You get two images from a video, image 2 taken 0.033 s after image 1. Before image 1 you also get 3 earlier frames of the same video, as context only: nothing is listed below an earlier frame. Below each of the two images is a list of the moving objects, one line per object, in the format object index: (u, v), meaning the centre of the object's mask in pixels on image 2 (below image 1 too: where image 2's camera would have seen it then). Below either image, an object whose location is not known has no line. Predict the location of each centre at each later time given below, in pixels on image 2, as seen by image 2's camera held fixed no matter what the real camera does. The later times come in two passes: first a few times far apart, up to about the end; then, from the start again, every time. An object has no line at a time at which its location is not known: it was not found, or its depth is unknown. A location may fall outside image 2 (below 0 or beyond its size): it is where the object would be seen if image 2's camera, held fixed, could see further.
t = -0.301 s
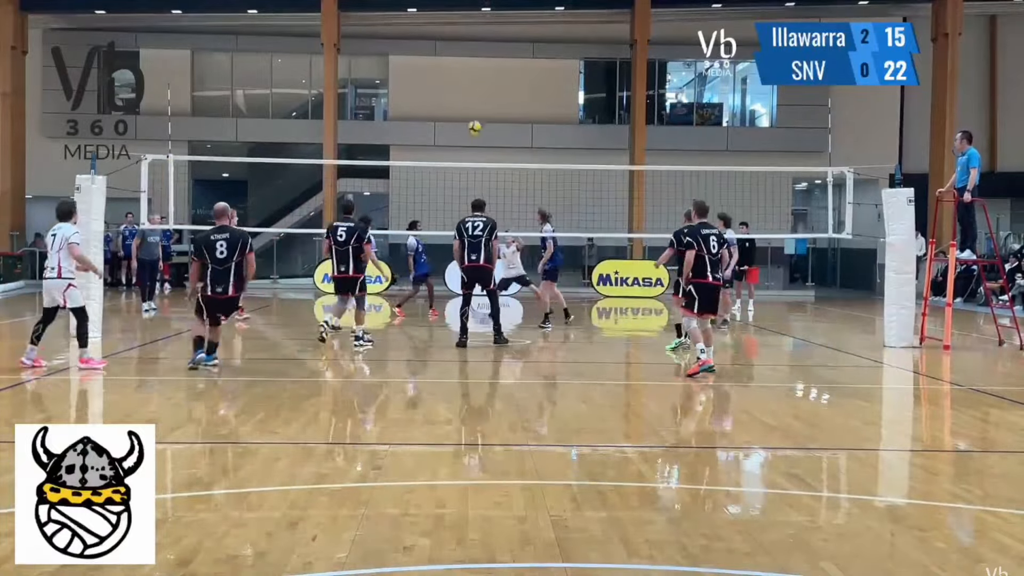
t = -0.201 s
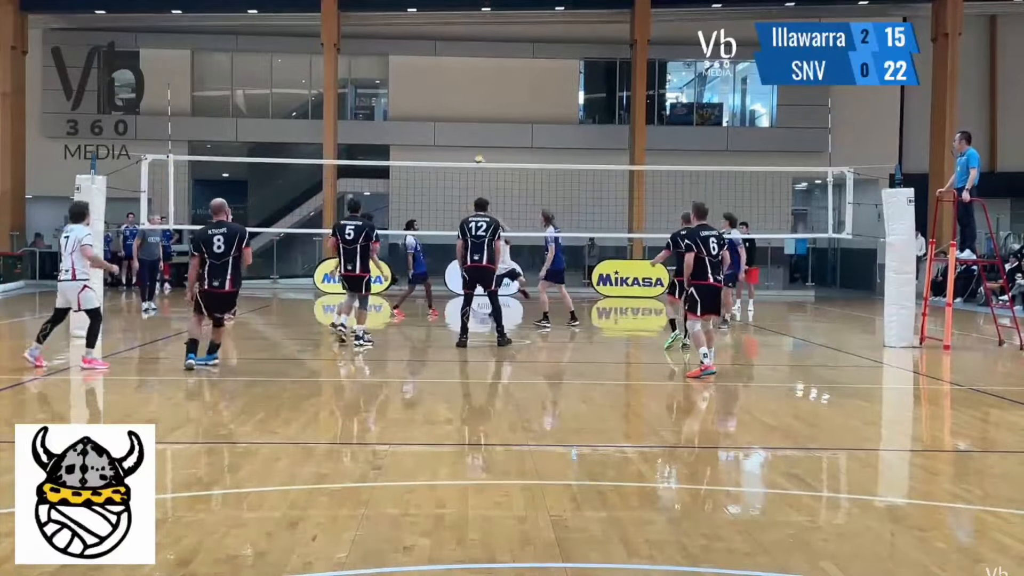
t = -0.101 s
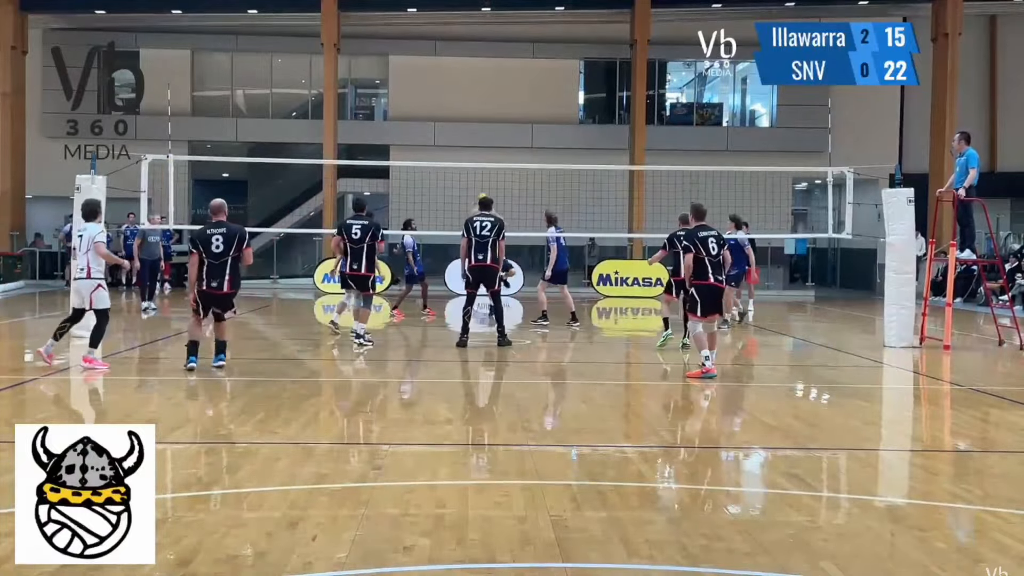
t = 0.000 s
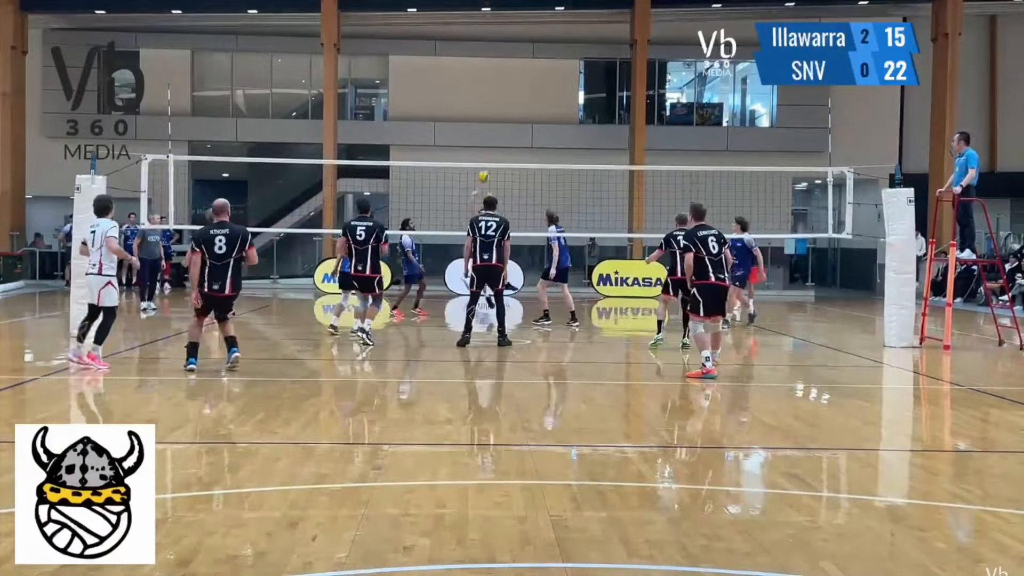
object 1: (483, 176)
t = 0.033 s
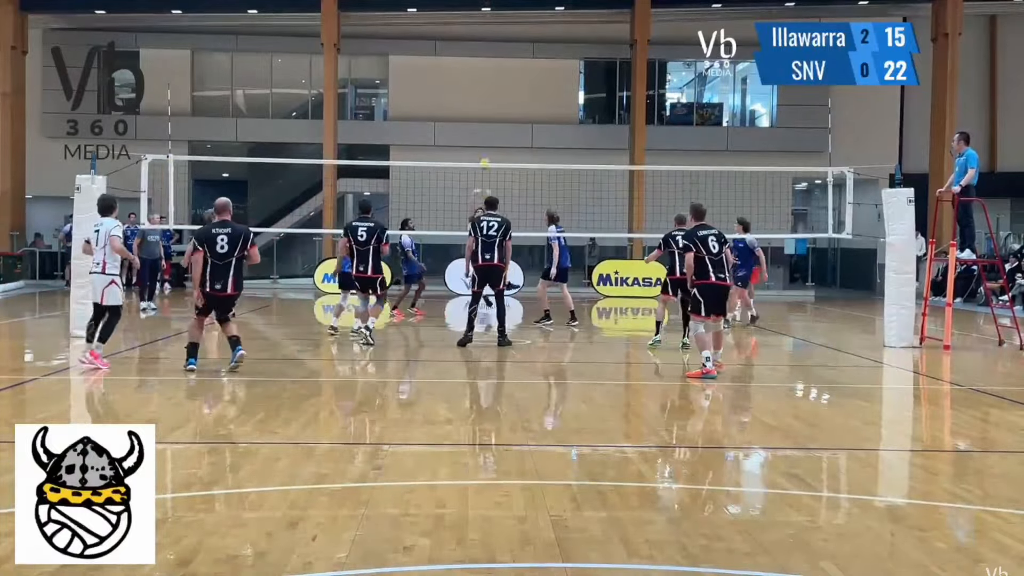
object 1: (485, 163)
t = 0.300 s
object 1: (496, 87)
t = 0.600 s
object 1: (508, 48)
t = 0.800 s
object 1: (516, 50)
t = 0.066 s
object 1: (486, 152)
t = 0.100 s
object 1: (488, 141)
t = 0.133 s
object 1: (489, 130)
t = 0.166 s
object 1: (491, 120)
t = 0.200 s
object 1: (492, 112)
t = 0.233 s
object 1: (493, 103)
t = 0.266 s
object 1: (494, 95)
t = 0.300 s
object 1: (496, 87)
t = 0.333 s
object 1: (497, 80)
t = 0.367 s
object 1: (498, 74)
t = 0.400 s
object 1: (500, 68)
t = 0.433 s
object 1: (501, 63)
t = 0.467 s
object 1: (503, 58)
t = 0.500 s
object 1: (504, 55)
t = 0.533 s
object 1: (505, 52)
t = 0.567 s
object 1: (506, 50)
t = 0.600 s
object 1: (508, 48)
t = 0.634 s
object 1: (509, 47)
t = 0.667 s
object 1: (510, 46)
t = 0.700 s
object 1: (511, 46)
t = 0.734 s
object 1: (513, 47)
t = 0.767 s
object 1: (514, 48)
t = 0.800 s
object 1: (516, 50)
